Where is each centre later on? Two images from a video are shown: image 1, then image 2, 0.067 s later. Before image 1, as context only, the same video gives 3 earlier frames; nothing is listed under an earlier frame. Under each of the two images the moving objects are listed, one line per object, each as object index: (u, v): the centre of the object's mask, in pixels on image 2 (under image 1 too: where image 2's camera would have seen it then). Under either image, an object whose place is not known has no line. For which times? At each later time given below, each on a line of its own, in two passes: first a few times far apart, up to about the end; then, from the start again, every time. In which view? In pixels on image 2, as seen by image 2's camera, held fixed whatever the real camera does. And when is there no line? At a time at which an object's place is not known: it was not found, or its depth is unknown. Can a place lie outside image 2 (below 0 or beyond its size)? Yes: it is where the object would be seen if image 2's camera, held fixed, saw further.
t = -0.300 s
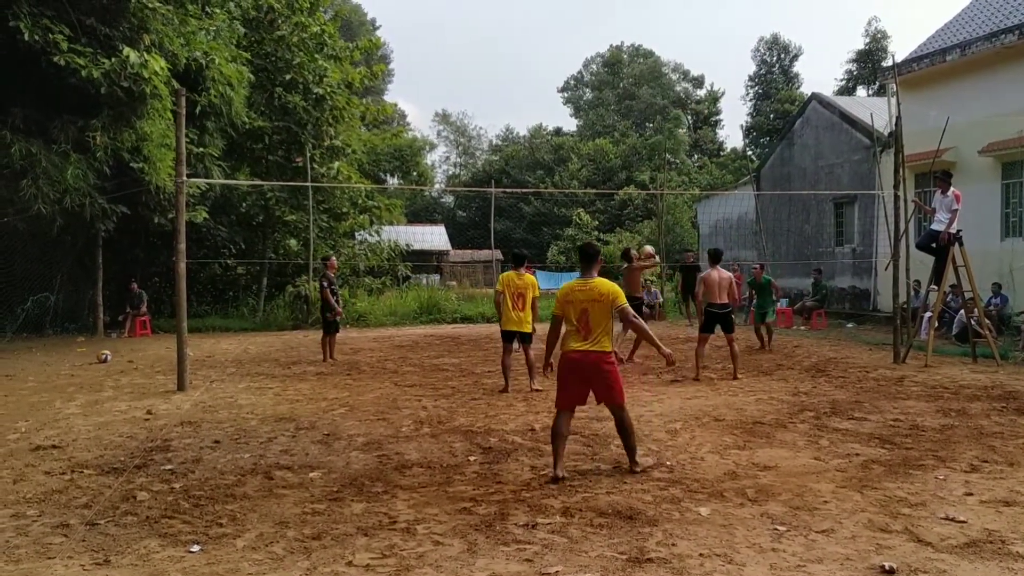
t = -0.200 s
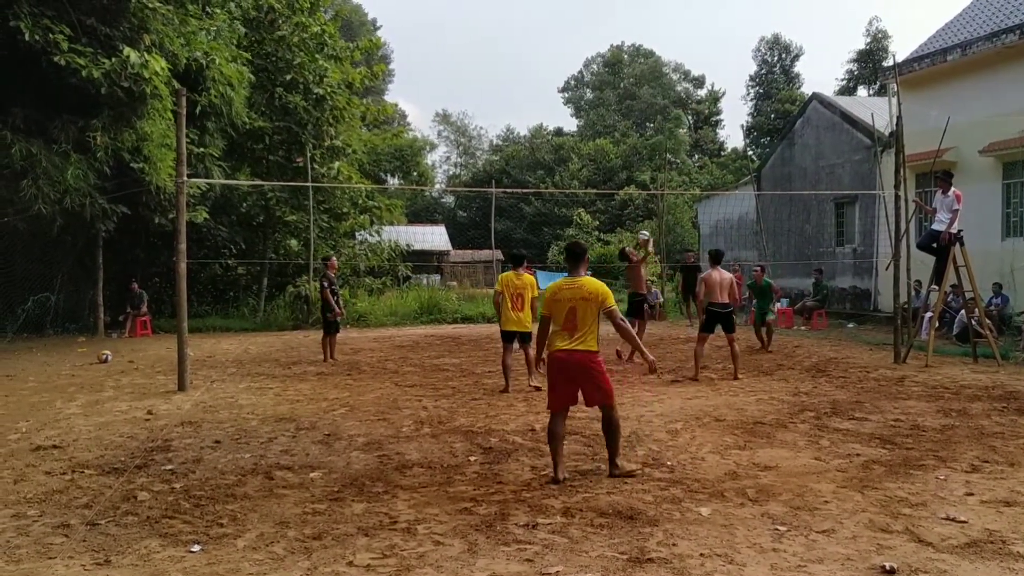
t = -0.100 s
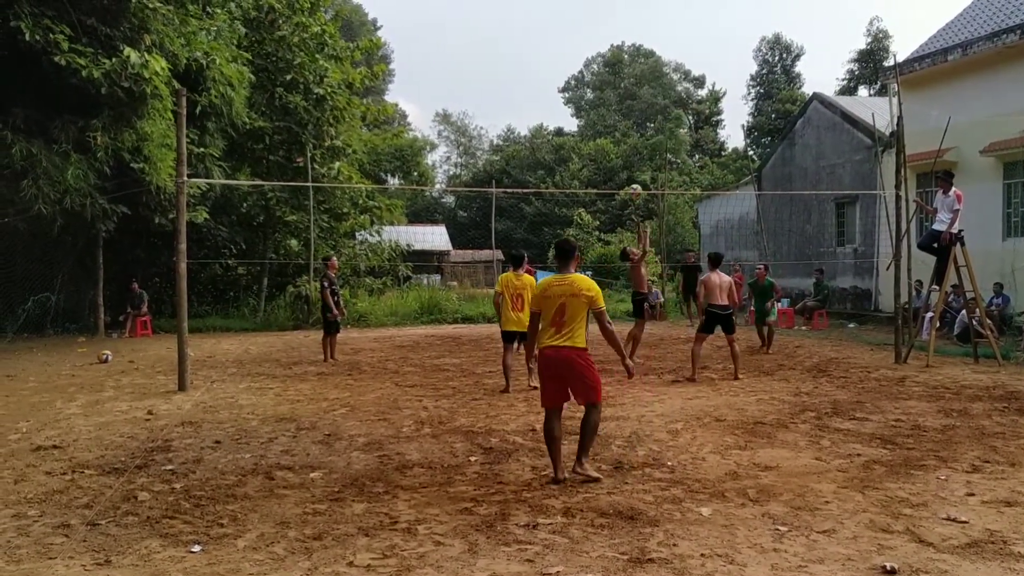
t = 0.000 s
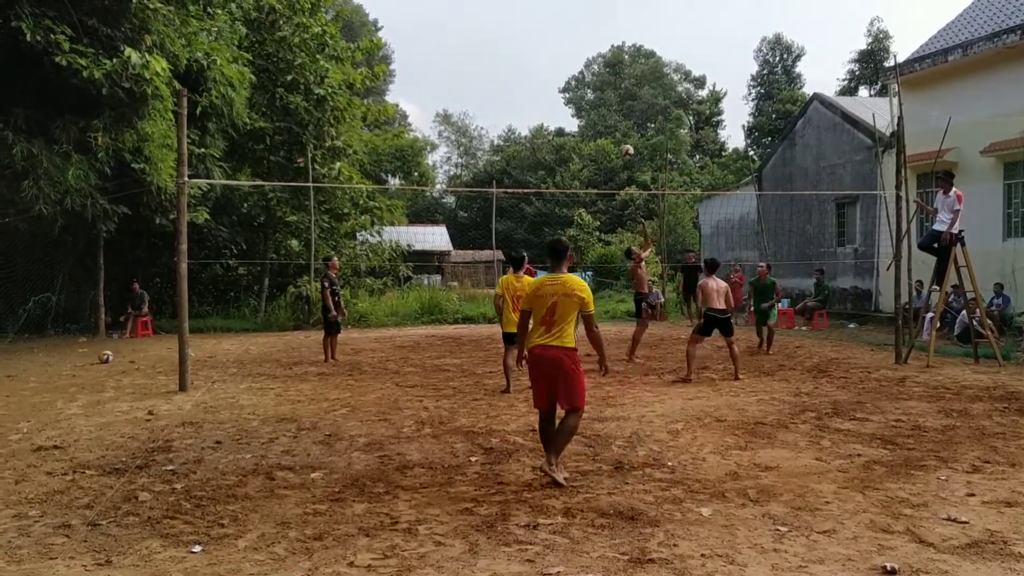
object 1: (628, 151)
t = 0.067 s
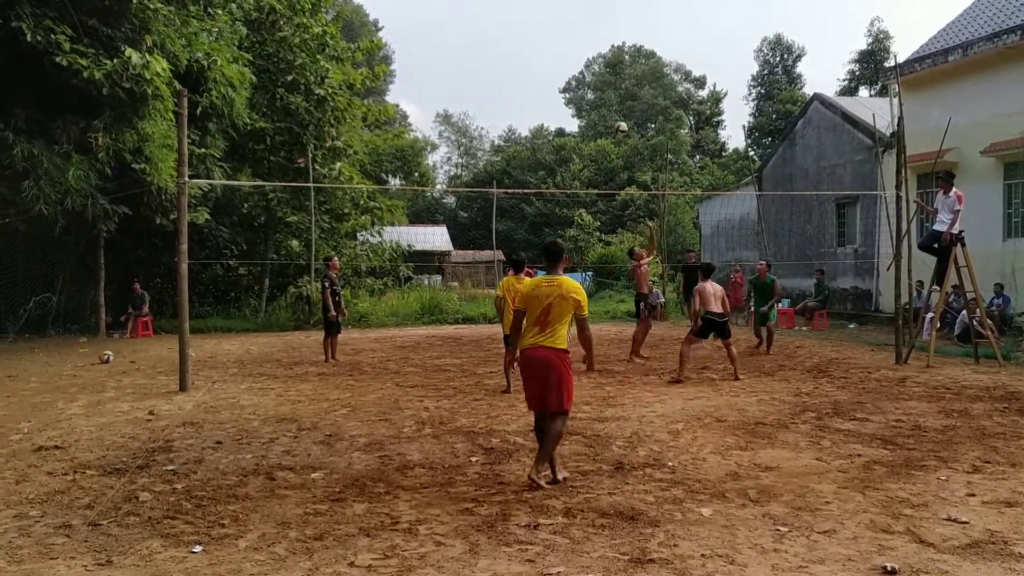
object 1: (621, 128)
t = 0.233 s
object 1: (606, 84)
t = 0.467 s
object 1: (585, 53)
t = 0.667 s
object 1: (568, 54)
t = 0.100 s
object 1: (618, 117)
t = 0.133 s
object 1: (616, 108)
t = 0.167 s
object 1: (612, 99)
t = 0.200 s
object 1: (609, 92)
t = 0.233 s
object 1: (606, 84)
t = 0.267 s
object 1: (603, 77)
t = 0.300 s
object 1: (601, 72)
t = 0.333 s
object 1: (598, 65)
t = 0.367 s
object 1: (594, 62)
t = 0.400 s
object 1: (591, 58)
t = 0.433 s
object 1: (589, 55)
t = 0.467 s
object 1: (585, 53)
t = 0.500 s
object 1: (582, 51)
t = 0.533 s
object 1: (579, 50)
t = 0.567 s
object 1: (576, 50)
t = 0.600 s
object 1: (573, 51)
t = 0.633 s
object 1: (570, 52)
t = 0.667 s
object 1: (568, 54)
